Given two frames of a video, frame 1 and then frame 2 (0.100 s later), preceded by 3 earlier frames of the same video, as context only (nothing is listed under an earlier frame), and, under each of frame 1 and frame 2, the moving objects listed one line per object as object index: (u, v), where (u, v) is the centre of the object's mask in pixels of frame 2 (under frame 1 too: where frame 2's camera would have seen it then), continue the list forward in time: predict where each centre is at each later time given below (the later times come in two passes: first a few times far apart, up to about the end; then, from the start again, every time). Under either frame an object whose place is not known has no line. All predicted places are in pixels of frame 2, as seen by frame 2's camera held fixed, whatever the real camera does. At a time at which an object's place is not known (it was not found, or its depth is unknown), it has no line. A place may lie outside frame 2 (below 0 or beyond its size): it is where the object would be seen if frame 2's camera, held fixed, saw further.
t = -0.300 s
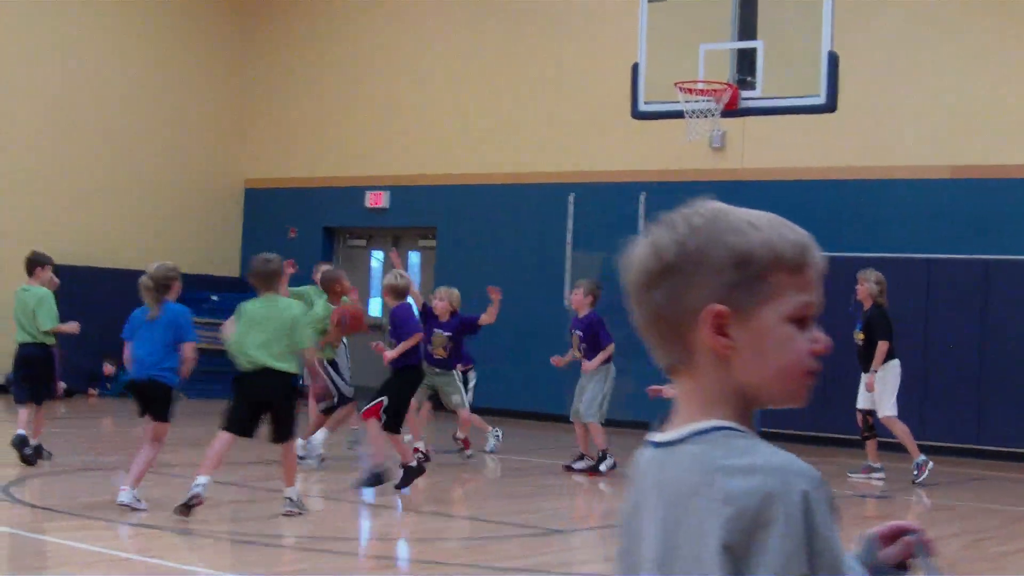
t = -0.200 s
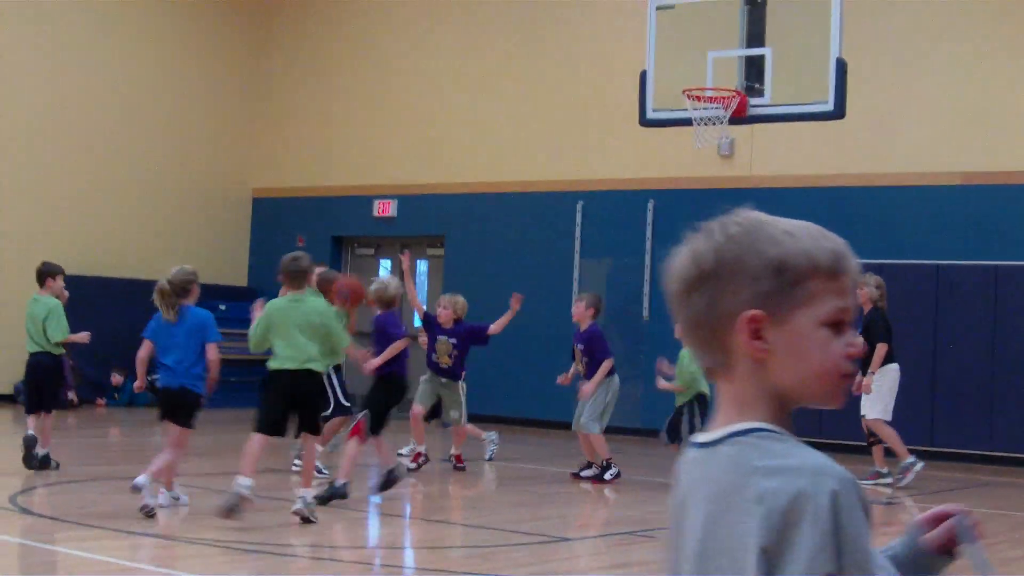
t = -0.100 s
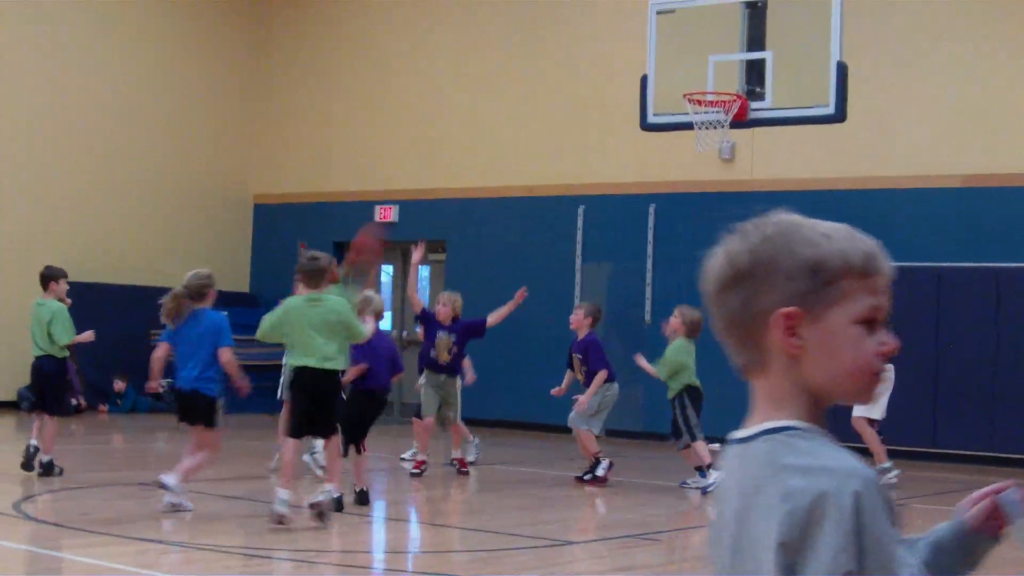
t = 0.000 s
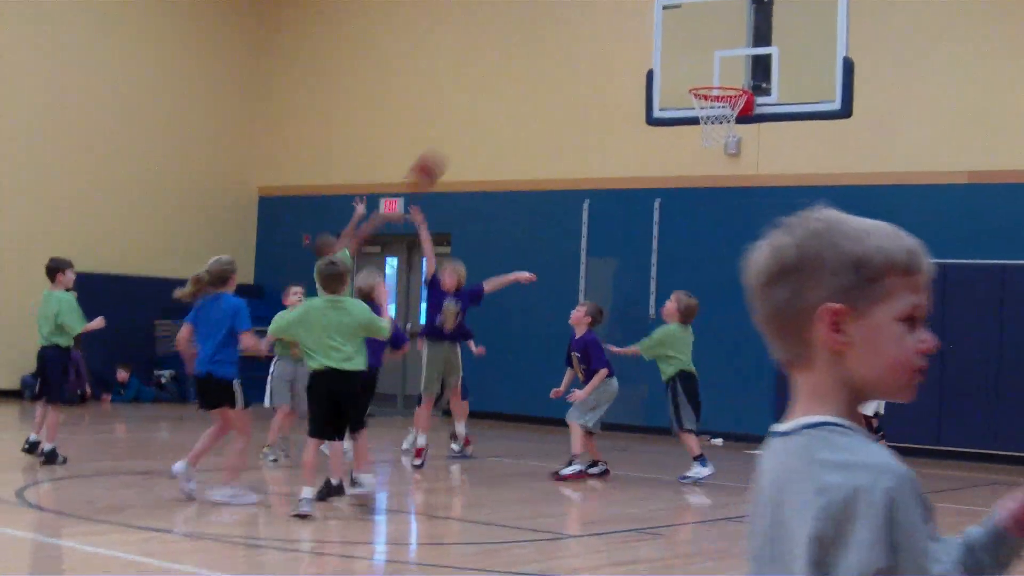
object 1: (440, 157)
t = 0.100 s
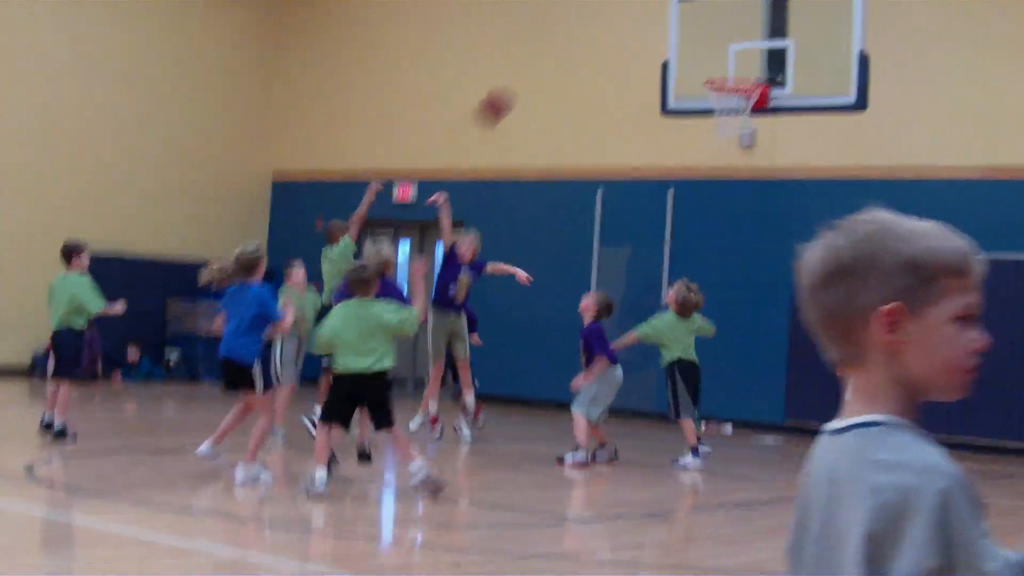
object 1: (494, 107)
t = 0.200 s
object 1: (546, 69)
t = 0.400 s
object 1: (644, 36)
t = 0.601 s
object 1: (729, 53)
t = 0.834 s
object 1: (766, 51)
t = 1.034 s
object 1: (755, 56)
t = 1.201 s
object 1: (742, 97)
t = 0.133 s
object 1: (513, 93)
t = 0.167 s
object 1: (530, 80)
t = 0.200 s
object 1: (546, 69)
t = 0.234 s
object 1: (564, 57)
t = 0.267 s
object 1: (581, 50)
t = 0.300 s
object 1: (597, 46)
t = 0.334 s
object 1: (613, 44)
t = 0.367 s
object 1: (630, 43)
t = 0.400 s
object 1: (644, 36)
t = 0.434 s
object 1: (657, 35)
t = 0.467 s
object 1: (674, 37)
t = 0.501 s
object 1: (690, 39)
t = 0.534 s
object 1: (702, 41)
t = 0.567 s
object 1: (715, 46)
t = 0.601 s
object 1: (729, 53)
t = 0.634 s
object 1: (743, 60)
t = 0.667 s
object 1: (755, 67)
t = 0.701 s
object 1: (767, 71)
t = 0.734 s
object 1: (770, 66)
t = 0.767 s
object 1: (768, 60)
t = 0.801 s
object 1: (768, 54)
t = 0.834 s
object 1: (766, 51)
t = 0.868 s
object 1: (764, 48)
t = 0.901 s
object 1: (763, 47)
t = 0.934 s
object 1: (761, 47)
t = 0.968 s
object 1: (759, 49)
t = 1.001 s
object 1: (757, 51)
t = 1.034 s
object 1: (755, 56)
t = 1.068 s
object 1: (752, 61)
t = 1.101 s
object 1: (750, 68)
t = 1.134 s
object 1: (752, 77)
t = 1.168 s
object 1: (746, 85)
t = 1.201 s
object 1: (742, 97)
